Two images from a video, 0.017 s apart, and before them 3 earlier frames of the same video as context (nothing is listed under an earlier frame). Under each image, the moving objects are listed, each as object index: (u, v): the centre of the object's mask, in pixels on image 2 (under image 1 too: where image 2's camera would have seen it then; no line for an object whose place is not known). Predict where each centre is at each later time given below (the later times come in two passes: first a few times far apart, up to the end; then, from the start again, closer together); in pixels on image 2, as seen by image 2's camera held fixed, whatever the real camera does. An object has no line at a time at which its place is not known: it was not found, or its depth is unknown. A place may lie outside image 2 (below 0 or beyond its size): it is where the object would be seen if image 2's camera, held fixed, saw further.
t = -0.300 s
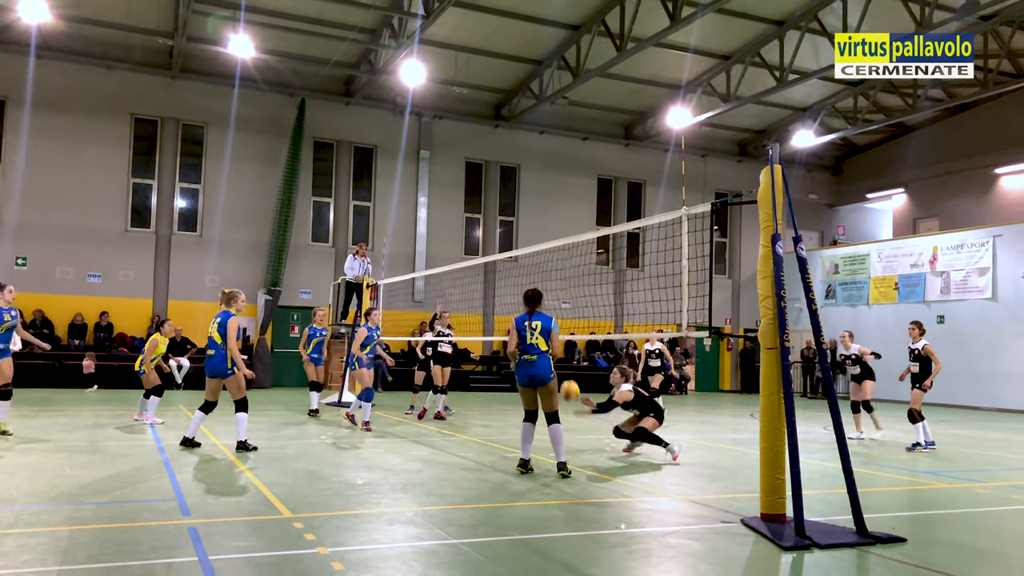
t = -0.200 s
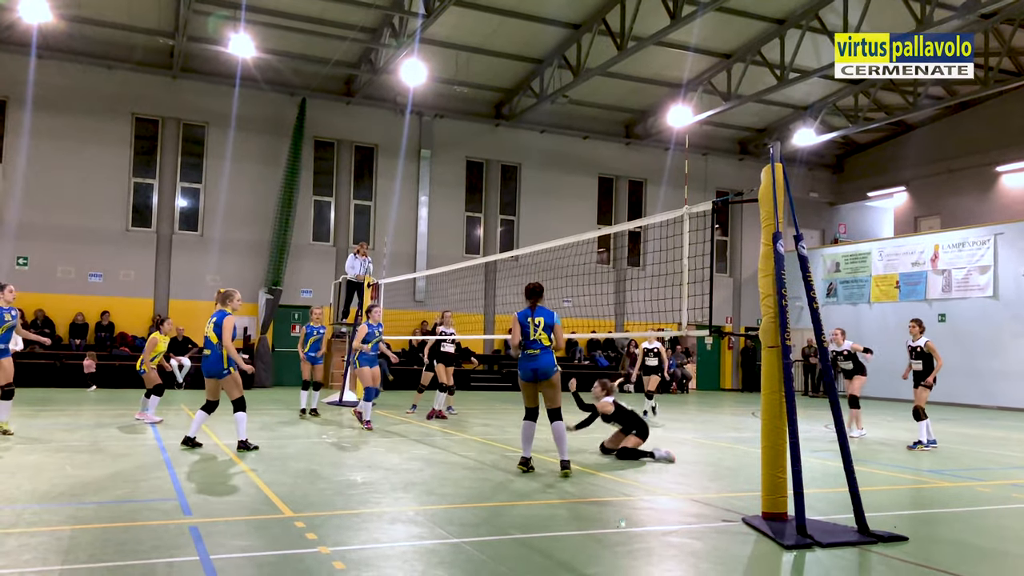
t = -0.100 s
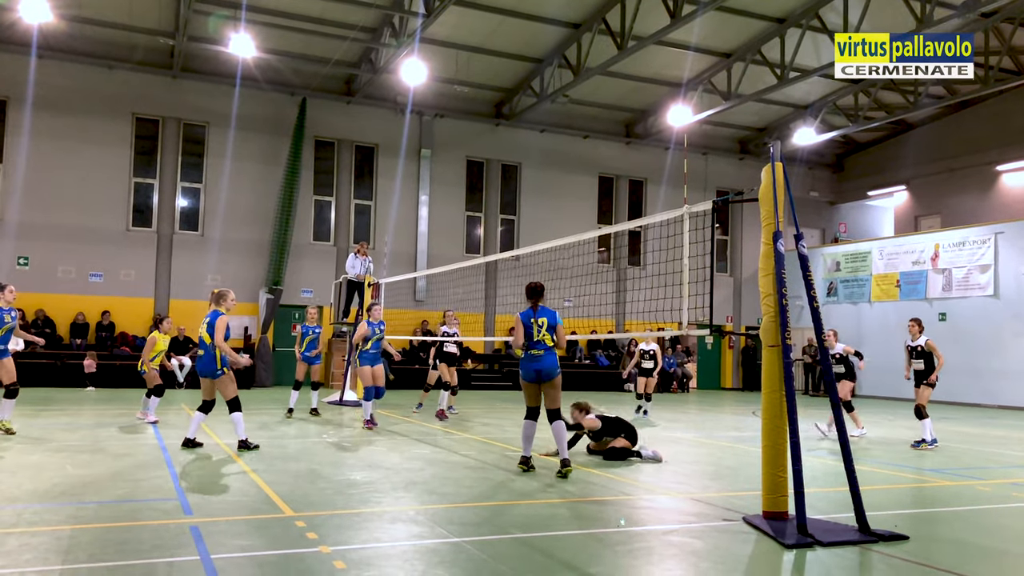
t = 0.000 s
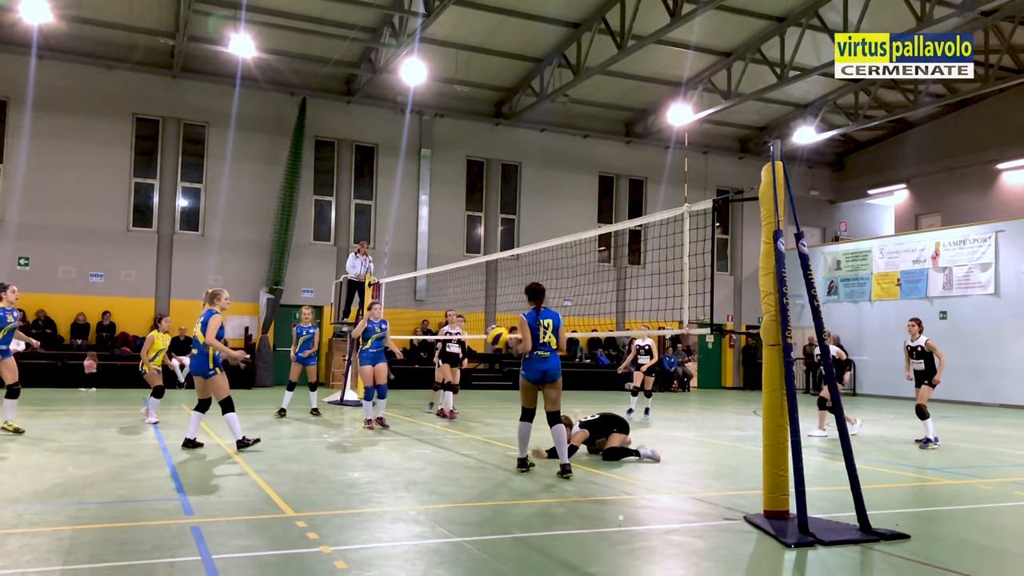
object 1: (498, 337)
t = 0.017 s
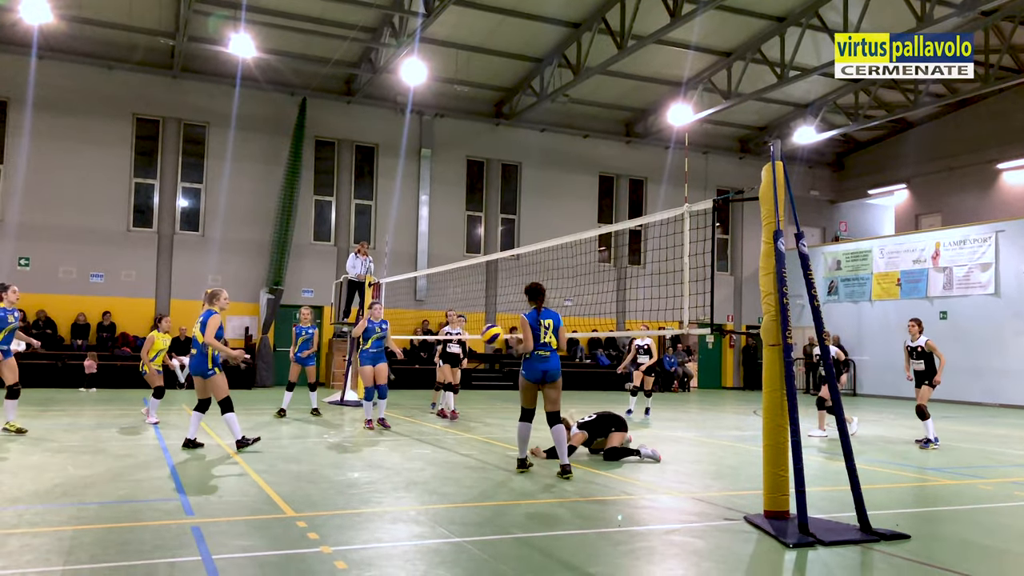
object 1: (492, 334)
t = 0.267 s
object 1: (409, 350)
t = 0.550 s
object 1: (285, 474)
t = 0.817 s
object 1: (223, 401)
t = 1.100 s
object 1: (142, 408)
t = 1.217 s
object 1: (100, 453)
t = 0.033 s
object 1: (487, 333)
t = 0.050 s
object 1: (482, 332)
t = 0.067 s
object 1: (477, 332)
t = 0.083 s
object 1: (472, 332)
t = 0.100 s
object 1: (467, 332)
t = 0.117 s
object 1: (461, 332)
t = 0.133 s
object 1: (455, 333)
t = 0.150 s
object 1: (450, 333)
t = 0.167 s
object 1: (443, 335)
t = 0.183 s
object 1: (437, 336)
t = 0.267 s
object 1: (409, 350)
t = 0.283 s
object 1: (402, 353)
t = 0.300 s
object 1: (396, 358)
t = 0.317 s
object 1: (389, 362)
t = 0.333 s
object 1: (383, 365)
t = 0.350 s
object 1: (375, 370)
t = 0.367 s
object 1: (368, 377)
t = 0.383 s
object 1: (362, 383)
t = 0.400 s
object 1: (356, 390)
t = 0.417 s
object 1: (348, 397)
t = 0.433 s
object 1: (341, 404)
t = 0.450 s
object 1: (332, 413)
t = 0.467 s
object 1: (324, 423)
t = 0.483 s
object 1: (317, 431)
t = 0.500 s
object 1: (310, 440)
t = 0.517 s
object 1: (302, 452)
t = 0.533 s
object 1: (294, 462)
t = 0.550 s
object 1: (285, 474)
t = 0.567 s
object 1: (278, 485)
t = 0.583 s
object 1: (273, 479)
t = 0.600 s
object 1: (270, 471)
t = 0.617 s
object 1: (266, 464)
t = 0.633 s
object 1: (263, 457)
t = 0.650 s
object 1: (260, 450)
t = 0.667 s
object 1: (256, 443)
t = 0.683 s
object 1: (252, 438)
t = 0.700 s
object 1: (249, 432)
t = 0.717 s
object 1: (245, 426)
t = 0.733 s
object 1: (242, 421)
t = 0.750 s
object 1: (238, 416)
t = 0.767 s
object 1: (235, 412)
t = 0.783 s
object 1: (230, 408)
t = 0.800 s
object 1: (227, 404)
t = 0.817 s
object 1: (223, 401)
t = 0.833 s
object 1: (218, 397)
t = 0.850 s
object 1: (214, 395)
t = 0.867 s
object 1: (210, 392)
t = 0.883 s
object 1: (205, 391)
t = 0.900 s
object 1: (201, 389)
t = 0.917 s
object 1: (196, 389)
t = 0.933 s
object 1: (192, 388)
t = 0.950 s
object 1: (187, 388)
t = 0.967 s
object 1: (182, 388)
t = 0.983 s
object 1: (178, 389)
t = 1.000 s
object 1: (174, 391)
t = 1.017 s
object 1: (168, 392)
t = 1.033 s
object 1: (163, 395)
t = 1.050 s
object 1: (158, 397)
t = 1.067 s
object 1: (153, 400)
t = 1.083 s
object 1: (148, 404)
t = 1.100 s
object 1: (142, 408)
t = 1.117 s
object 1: (137, 412)
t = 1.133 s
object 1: (132, 417)
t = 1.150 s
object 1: (125, 423)
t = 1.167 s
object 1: (119, 430)
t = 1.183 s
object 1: (113, 437)
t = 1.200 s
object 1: (107, 445)
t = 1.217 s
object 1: (100, 453)
